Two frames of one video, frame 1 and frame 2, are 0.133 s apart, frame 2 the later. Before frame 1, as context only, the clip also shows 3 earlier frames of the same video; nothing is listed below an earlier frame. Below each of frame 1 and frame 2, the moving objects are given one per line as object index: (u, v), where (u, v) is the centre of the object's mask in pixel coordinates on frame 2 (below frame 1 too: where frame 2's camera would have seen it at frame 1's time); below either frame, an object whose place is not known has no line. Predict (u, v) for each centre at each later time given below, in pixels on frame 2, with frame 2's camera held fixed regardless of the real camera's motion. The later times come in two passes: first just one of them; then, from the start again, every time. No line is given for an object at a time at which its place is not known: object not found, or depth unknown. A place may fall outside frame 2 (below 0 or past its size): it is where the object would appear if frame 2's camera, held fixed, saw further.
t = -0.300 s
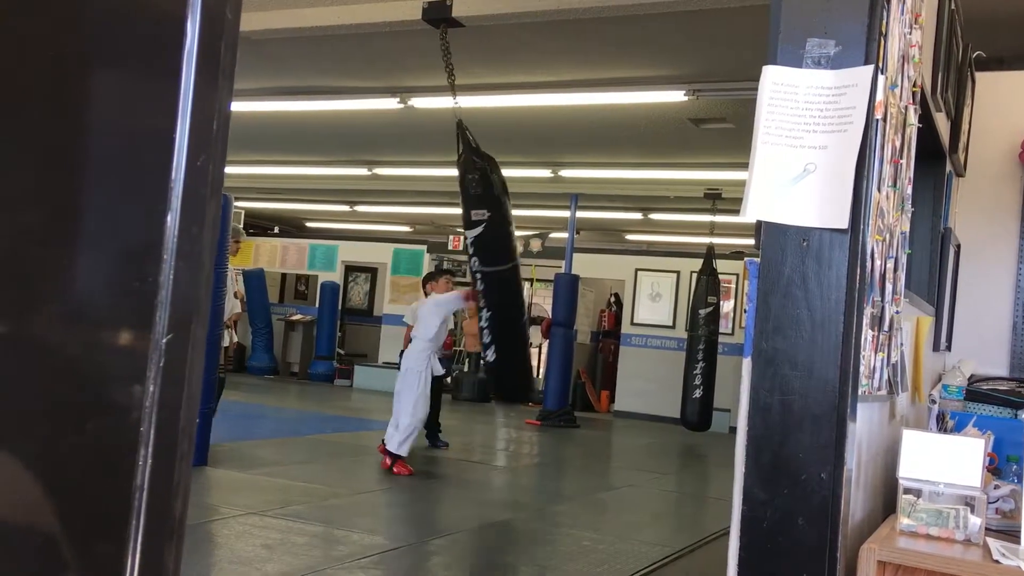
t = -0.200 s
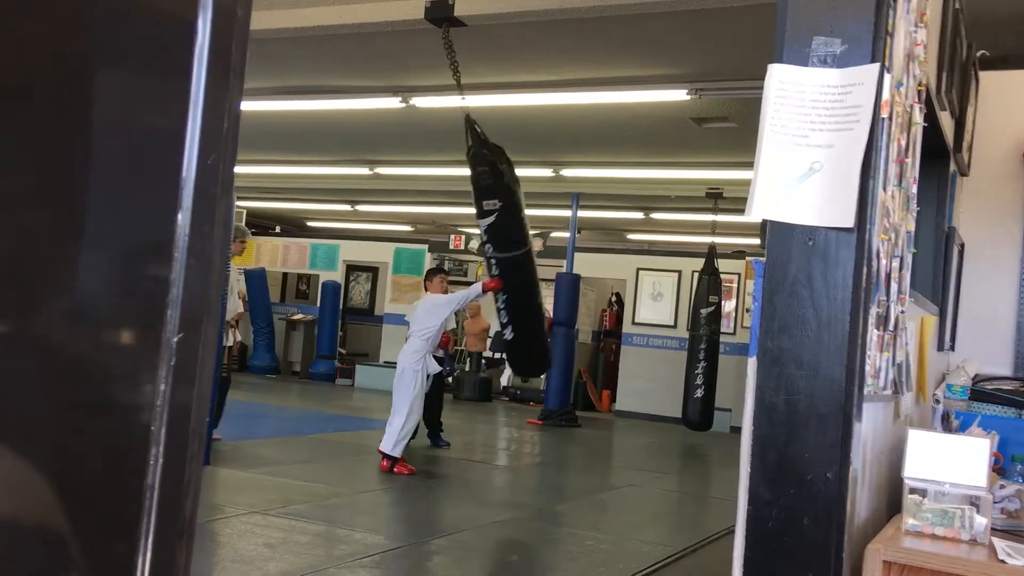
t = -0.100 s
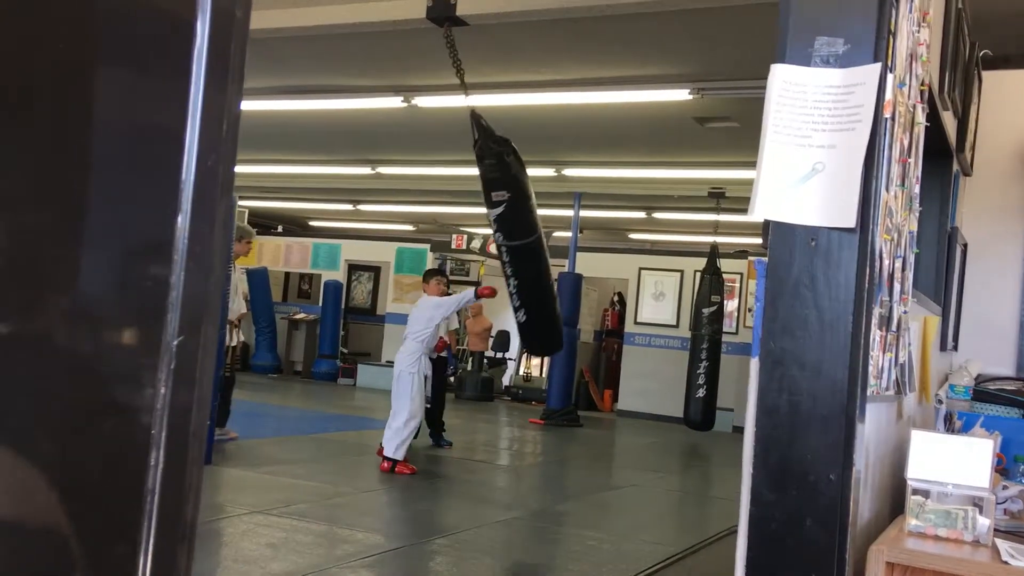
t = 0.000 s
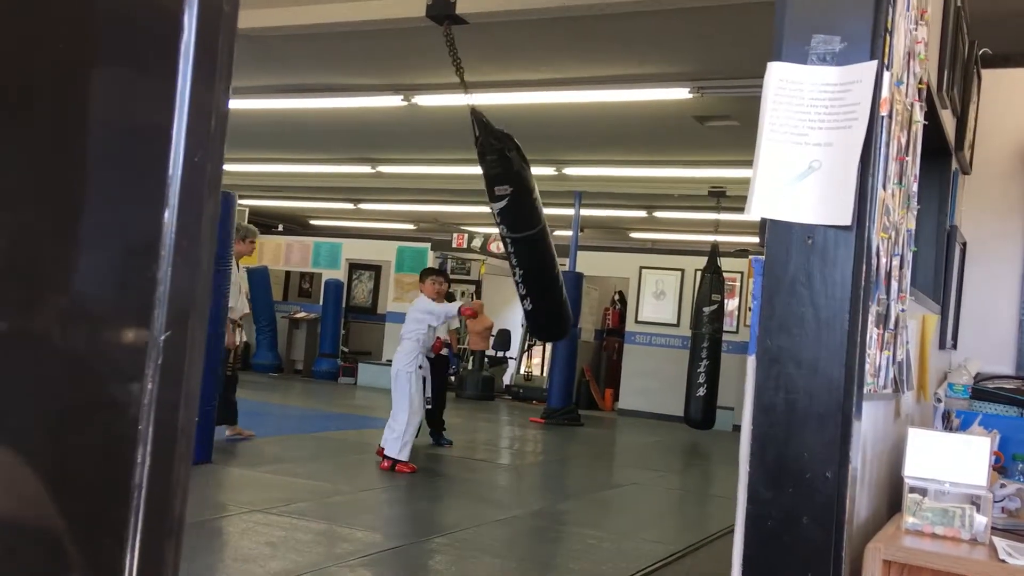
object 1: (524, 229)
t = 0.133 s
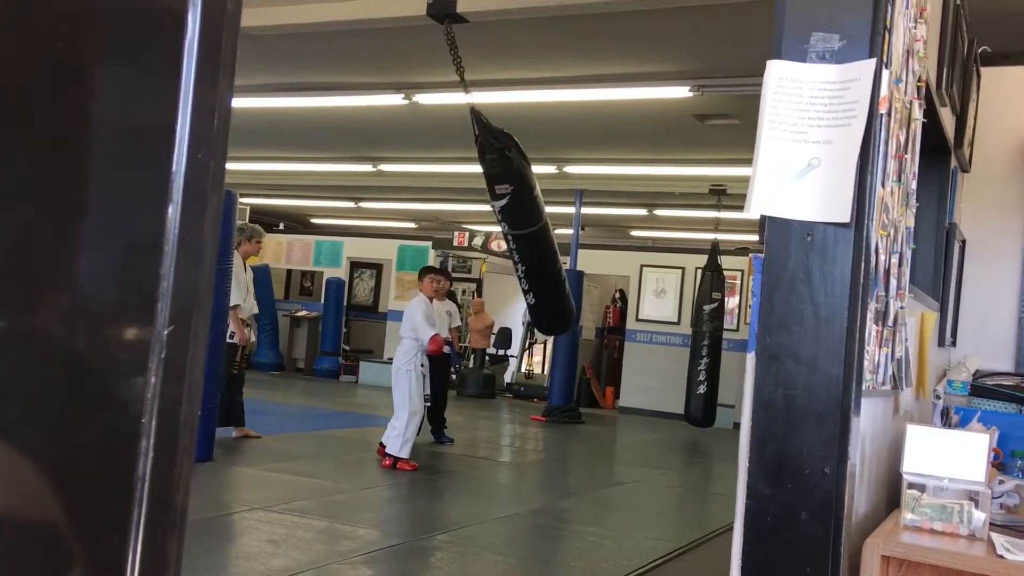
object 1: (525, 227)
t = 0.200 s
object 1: (523, 230)
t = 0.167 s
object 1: (524, 228)
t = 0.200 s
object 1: (523, 230)
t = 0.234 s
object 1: (522, 232)
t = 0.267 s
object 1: (521, 235)
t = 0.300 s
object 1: (519, 238)
